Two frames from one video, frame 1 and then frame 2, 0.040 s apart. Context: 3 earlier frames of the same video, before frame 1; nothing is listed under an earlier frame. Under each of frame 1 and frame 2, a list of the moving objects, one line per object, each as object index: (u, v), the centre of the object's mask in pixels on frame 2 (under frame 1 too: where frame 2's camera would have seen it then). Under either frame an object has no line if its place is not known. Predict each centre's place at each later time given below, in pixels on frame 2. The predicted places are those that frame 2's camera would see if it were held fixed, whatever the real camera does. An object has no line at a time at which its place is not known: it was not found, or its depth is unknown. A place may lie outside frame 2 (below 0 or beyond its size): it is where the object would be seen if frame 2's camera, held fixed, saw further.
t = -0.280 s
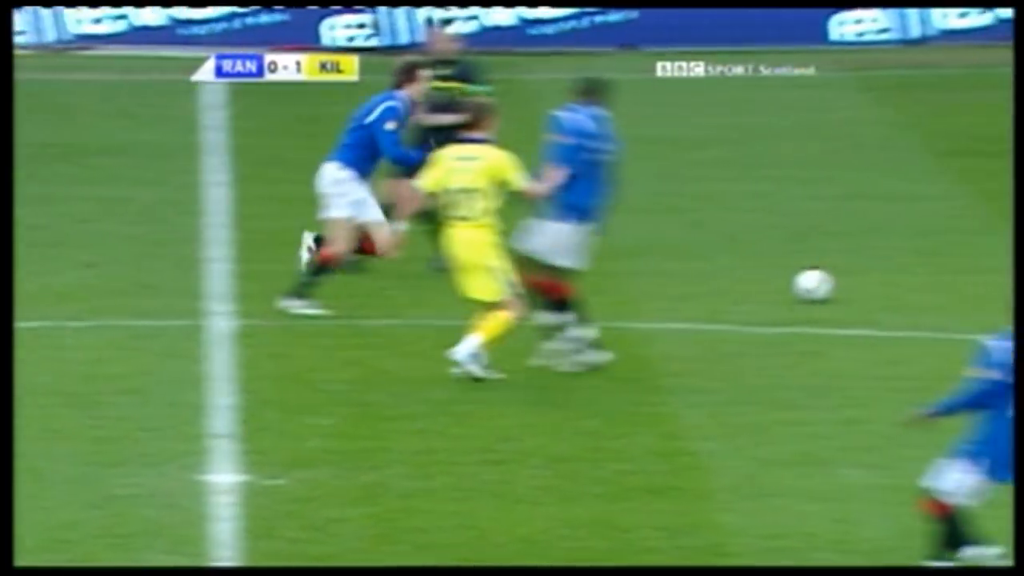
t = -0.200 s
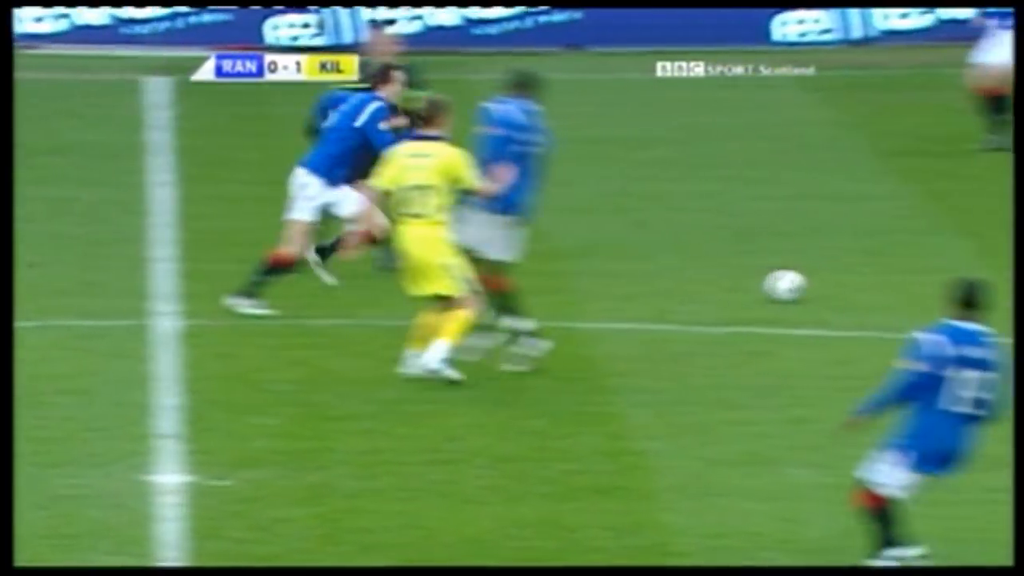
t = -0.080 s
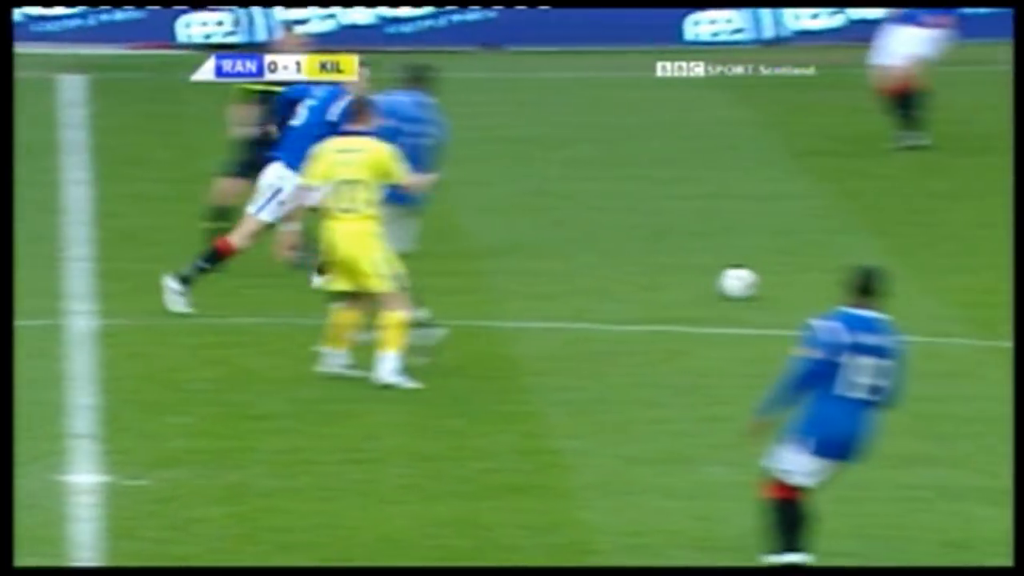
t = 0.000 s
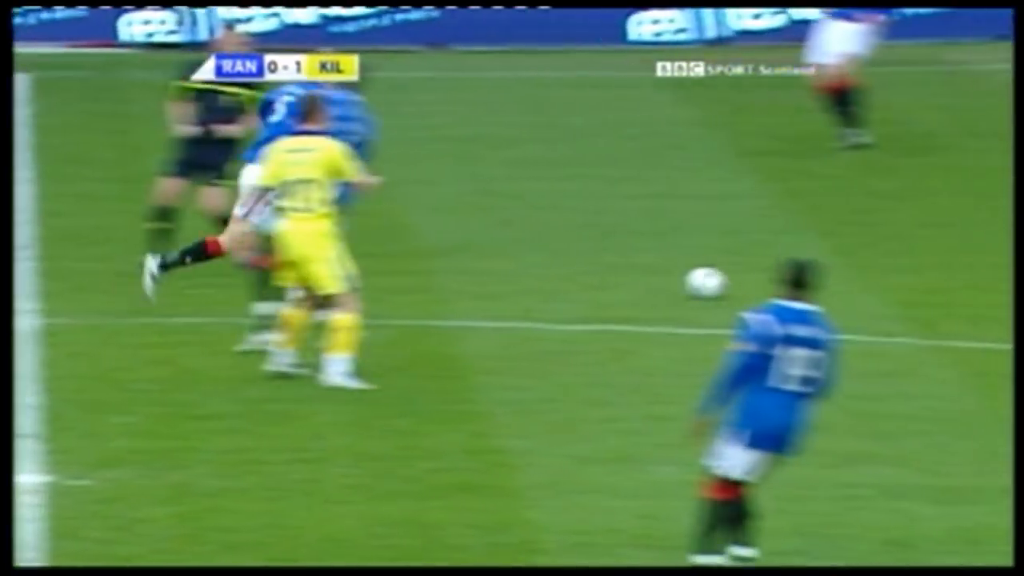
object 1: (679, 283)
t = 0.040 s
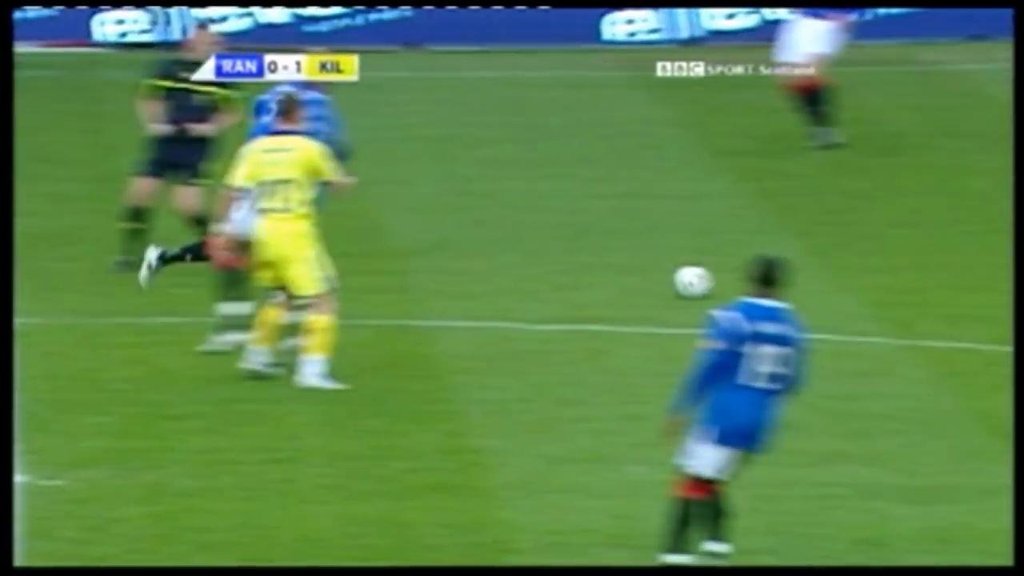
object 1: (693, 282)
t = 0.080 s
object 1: (706, 281)
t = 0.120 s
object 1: (716, 281)
